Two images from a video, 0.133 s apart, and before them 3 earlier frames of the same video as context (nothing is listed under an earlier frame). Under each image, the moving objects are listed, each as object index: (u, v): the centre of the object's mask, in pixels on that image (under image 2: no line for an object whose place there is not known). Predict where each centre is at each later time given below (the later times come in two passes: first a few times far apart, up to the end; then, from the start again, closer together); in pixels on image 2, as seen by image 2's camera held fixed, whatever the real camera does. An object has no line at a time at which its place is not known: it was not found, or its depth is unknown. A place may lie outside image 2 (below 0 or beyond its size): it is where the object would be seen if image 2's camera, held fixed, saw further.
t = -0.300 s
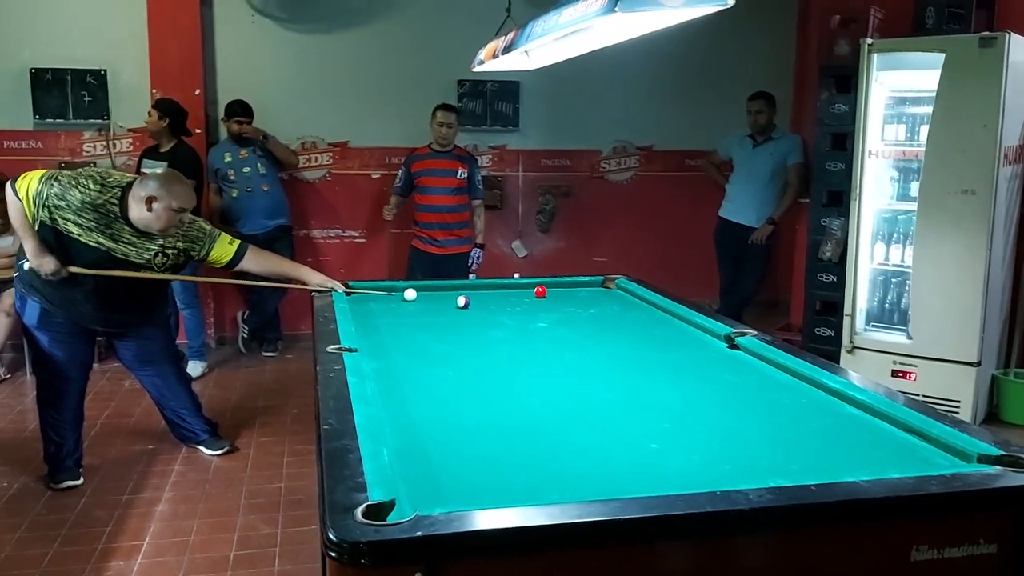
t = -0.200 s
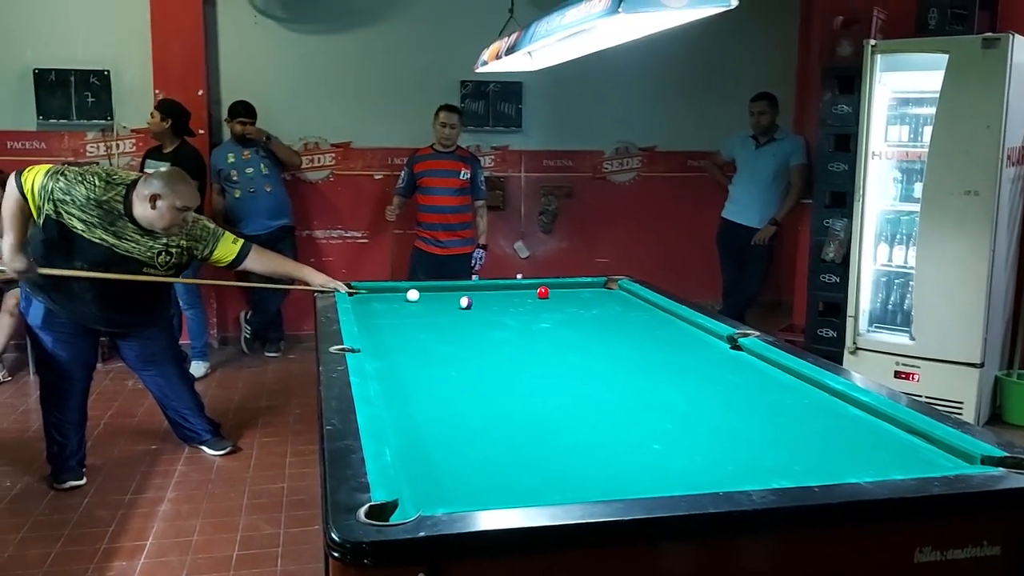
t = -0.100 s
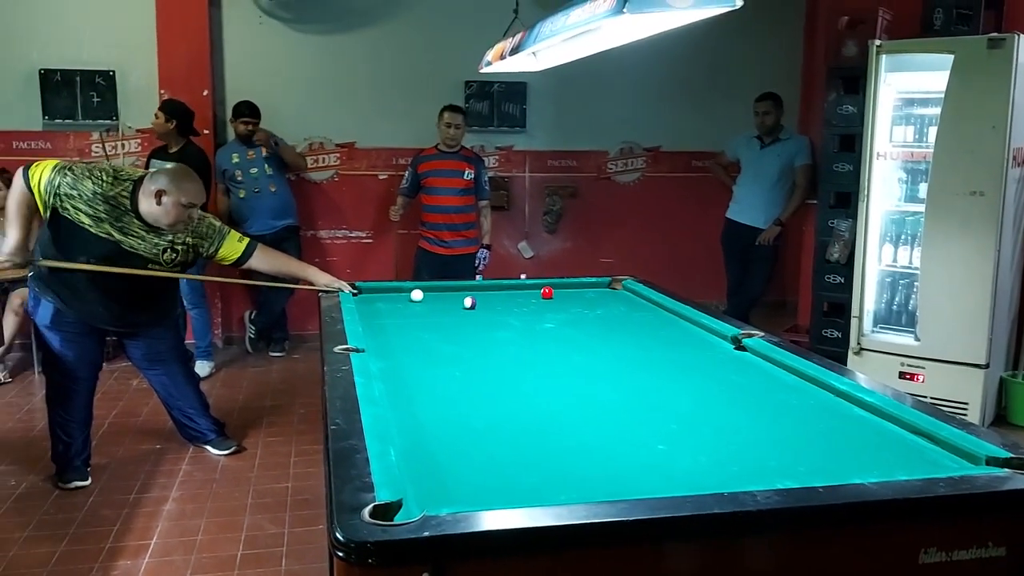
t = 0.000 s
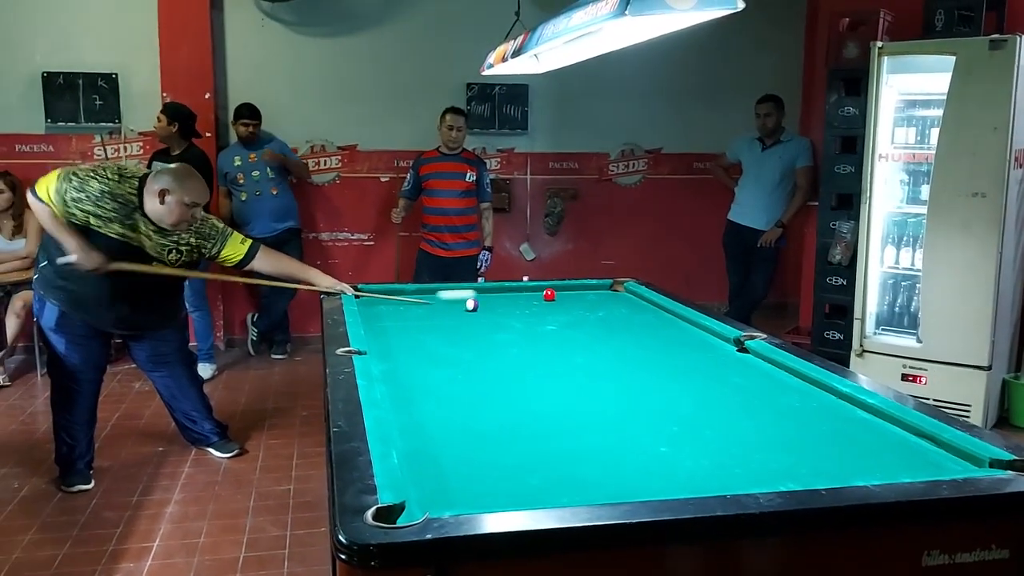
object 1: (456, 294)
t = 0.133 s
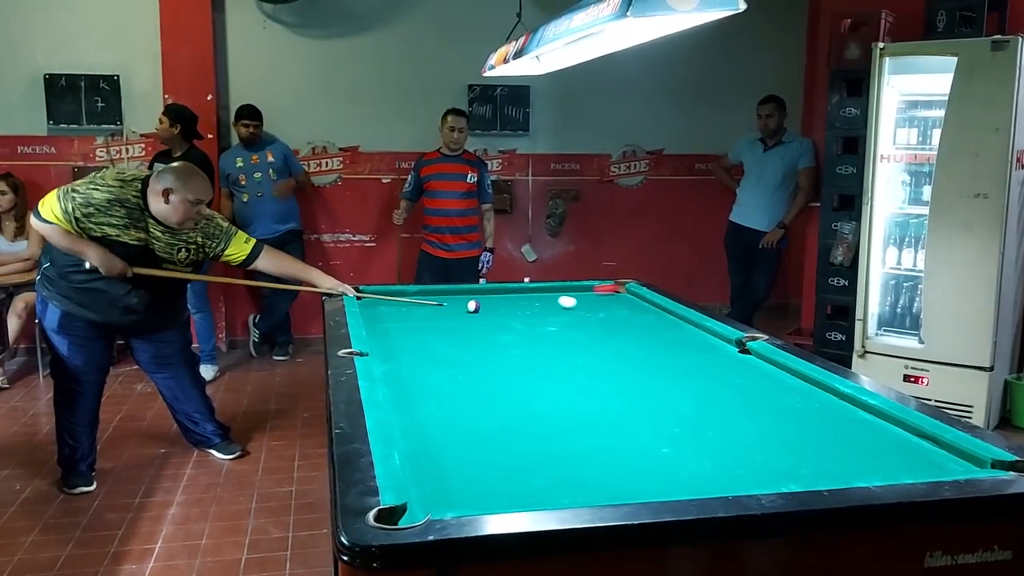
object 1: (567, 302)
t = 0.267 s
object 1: (617, 313)
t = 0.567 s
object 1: (714, 337)
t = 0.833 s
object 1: (730, 367)
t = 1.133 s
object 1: (753, 412)
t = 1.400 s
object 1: (781, 467)
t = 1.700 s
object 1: (679, 457)
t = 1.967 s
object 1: (575, 431)
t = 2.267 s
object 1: (479, 407)
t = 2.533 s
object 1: (408, 390)
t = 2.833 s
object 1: (408, 373)
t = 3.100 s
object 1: (435, 361)
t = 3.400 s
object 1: (460, 349)
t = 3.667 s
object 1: (479, 341)
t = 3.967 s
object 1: (498, 332)
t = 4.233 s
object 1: (513, 325)
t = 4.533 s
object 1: (529, 319)
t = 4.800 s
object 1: (540, 315)
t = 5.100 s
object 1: (552, 310)
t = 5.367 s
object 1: (560, 306)
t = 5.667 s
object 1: (568, 303)
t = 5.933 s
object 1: (574, 300)
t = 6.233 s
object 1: (579, 298)
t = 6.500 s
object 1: (583, 296)
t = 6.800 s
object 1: (585, 294)
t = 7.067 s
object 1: (587, 294)
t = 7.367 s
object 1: (588, 293)
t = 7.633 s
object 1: (588, 293)
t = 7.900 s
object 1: (588, 293)
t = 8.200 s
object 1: (589, 293)
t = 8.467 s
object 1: (589, 293)
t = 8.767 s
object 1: (589, 293)
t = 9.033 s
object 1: (589, 293)
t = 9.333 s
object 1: (589, 293)
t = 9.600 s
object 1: (589, 292)
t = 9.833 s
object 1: (589, 293)
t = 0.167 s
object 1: (580, 305)
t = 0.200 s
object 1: (592, 308)
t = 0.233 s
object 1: (604, 310)
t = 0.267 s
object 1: (617, 313)
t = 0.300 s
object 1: (629, 316)
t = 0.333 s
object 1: (641, 318)
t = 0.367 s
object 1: (652, 321)
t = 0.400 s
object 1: (663, 323)
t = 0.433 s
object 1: (675, 326)
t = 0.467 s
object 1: (687, 329)
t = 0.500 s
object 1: (698, 331)
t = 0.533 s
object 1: (710, 334)
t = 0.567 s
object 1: (714, 337)
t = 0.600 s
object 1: (716, 341)
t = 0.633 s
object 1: (717, 344)
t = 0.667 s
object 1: (719, 348)
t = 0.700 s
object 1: (721, 352)
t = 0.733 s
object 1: (723, 355)
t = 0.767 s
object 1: (725, 359)
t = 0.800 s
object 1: (727, 363)
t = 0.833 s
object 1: (730, 367)
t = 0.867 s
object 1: (732, 371)
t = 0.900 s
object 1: (735, 376)
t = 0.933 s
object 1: (737, 381)
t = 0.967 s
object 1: (739, 386)
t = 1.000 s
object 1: (742, 391)
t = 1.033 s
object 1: (744, 396)
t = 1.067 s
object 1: (747, 401)
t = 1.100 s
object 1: (750, 406)
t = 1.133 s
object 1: (753, 412)
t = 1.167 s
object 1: (756, 417)
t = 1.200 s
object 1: (759, 424)
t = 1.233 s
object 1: (762, 430)
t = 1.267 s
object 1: (766, 437)
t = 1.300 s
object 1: (769, 444)
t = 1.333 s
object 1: (773, 452)
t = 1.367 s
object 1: (777, 459)
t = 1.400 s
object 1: (781, 467)
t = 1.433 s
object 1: (784, 472)
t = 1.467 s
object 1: (787, 477)
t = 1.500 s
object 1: (775, 476)
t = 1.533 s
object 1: (757, 474)
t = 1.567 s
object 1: (740, 472)
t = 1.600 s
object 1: (724, 469)
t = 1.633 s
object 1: (708, 464)
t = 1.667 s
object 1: (693, 461)
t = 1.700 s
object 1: (679, 457)
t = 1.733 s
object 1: (664, 453)
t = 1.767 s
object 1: (650, 450)
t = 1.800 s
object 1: (637, 447)
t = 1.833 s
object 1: (624, 443)
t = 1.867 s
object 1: (611, 440)
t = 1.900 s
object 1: (598, 437)
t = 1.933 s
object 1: (586, 434)
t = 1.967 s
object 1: (575, 431)
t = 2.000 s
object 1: (563, 427)
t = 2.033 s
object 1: (551, 425)
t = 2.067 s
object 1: (541, 422)
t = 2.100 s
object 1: (530, 419)
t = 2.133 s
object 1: (519, 417)
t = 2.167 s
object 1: (509, 414)
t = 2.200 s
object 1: (499, 411)
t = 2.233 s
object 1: (489, 409)
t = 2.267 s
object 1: (479, 407)
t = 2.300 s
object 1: (470, 404)
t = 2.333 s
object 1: (460, 402)
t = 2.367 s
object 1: (451, 400)
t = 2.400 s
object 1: (443, 398)
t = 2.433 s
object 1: (434, 396)
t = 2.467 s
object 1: (425, 393)
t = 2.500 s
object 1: (417, 391)
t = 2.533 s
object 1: (408, 390)
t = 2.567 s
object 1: (400, 387)
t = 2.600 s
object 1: (392, 386)
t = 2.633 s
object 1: (387, 384)
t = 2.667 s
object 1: (390, 382)
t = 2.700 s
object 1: (394, 380)
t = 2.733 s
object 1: (398, 378)
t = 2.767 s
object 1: (401, 376)
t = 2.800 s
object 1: (405, 375)
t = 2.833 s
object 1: (408, 373)
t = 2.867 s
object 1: (412, 372)
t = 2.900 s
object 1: (415, 370)
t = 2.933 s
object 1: (419, 368)
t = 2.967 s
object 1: (422, 367)
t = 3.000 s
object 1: (425, 365)
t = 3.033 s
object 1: (428, 364)
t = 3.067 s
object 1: (432, 362)
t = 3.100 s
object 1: (435, 361)
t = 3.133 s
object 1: (438, 359)
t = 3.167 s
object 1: (441, 358)
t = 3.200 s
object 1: (443, 357)
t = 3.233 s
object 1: (446, 355)
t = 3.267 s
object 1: (449, 354)
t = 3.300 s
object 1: (452, 353)
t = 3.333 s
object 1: (455, 352)
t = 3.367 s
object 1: (457, 350)
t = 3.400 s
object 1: (460, 349)
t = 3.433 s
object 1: (462, 348)
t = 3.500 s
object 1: (467, 346)
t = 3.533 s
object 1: (470, 345)
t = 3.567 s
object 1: (472, 344)
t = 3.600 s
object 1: (474, 342)
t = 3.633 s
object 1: (477, 341)
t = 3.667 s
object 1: (479, 341)
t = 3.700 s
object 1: (481, 339)
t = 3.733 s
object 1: (483, 338)
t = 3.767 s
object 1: (485, 337)
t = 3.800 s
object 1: (488, 336)
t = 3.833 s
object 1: (490, 335)
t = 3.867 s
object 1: (492, 334)
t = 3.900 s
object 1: (494, 333)
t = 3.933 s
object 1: (496, 332)
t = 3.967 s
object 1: (498, 332)
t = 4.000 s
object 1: (500, 331)
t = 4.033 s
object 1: (502, 330)
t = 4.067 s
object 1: (504, 329)
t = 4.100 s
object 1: (506, 328)
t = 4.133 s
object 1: (508, 328)
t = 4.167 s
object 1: (509, 327)
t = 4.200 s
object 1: (511, 326)
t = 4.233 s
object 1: (513, 325)
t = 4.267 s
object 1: (515, 325)
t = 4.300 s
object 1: (517, 324)
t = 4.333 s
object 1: (519, 323)
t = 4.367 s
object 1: (520, 322)
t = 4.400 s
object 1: (522, 322)
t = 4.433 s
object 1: (524, 321)
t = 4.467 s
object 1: (525, 321)
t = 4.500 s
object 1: (527, 320)
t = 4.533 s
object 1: (529, 319)
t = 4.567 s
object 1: (530, 319)
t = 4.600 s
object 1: (532, 318)
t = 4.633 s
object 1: (533, 317)
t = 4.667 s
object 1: (535, 317)
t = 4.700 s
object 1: (536, 316)
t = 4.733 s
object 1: (538, 315)
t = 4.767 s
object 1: (539, 315)
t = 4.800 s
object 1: (540, 315)
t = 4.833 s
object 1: (542, 314)
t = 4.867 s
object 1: (543, 313)
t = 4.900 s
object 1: (544, 313)
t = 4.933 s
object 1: (546, 312)
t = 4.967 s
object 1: (547, 312)
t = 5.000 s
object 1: (548, 311)
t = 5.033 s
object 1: (550, 311)
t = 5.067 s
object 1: (551, 310)
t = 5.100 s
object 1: (552, 310)
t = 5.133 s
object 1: (553, 309)
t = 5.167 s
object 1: (554, 309)
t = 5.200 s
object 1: (555, 309)
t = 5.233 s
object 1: (556, 308)
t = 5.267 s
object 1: (557, 307)
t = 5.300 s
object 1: (558, 307)
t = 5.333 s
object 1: (559, 307)
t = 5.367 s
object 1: (560, 306)
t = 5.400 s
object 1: (561, 306)
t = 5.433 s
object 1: (562, 305)
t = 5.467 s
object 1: (563, 305)
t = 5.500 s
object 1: (564, 304)
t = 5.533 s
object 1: (564, 304)
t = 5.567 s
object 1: (565, 304)
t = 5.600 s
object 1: (566, 303)
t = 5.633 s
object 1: (567, 303)
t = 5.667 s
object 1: (568, 303)
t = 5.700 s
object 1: (569, 302)
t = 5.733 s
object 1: (569, 302)
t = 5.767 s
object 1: (570, 302)
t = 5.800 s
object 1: (571, 301)
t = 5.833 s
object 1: (572, 301)
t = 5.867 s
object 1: (572, 301)
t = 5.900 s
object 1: (573, 300)
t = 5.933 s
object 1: (574, 300)
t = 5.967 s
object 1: (575, 300)
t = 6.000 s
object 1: (575, 300)
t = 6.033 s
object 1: (576, 299)
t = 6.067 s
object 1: (577, 299)
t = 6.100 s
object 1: (577, 299)
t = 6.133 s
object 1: (578, 299)
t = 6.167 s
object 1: (578, 298)
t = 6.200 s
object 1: (579, 298)
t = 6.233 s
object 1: (579, 298)
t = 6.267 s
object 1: (580, 298)
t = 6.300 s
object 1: (580, 298)
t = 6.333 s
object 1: (581, 297)
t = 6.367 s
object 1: (581, 297)
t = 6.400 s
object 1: (582, 297)
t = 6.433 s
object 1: (582, 297)
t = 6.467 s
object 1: (582, 296)
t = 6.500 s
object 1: (583, 296)
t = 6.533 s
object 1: (583, 296)
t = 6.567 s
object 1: (584, 296)
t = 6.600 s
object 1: (584, 296)
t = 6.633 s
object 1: (584, 296)
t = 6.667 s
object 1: (584, 295)
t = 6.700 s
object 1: (584, 295)
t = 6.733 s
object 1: (584, 295)
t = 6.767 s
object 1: (585, 295)
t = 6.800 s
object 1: (585, 294)
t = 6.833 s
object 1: (585, 294)
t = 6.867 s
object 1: (585, 294)
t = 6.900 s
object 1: (586, 294)
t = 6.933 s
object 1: (586, 294)
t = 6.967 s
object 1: (586, 294)
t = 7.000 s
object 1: (587, 294)
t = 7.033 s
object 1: (587, 294)
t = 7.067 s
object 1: (587, 294)
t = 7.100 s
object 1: (587, 293)
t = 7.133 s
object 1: (587, 293)
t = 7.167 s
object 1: (587, 293)
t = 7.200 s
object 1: (588, 293)
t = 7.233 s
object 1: (588, 293)
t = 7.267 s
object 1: (588, 293)
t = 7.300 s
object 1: (588, 293)
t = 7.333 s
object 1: (588, 293)
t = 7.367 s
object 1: (588, 293)
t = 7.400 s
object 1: (588, 293)
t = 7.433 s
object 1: (589, 293)
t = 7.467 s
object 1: (588, 293)
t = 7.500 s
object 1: (588, 293)
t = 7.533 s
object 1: (589, 293)
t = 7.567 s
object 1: (588, 292)
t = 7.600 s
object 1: (588, 293)
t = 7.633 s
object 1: (588, 293)
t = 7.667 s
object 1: (588, 293)
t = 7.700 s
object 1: (589, 293)
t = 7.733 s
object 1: (588, 292)
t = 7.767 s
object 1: (589, 293)
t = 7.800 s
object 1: (588, 292)
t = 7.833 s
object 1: (588, 293)
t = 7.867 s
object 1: (588, 292)
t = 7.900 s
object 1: (588, 293)
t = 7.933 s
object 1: (588, 292)
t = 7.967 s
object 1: (588, 292)
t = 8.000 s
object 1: (588, 293)
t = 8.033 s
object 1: (589, 292)
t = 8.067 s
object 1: (588, 293)
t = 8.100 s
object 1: (589, 293)
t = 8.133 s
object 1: (589, 293)
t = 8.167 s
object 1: (589, 293)
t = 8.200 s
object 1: (589, 293)
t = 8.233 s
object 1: (589, 293)
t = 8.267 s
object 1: (589, 293)
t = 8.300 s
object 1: (589, 293)
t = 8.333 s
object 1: (589, 293)
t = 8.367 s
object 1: (588, 293)
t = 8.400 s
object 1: (589, 293)
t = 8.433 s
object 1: (589, 293)
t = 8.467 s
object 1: (589, 293)
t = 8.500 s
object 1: (589, 293)
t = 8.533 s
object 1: (589, 293)
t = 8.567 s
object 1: (589, 293)
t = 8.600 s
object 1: (589, 293)
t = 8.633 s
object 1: (589, 292)
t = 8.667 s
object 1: (589, 293)
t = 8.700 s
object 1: (589, 293)
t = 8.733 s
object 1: (589, 293)
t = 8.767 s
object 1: (589, 293)
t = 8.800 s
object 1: (589, 292)
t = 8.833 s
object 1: (589, 293)
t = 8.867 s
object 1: (589, 293)
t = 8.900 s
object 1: (589, 293)
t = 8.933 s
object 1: (589, 293)
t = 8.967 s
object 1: (589, 293)
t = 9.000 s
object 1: (589, 292)
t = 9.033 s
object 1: (589, 293)
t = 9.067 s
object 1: (589, 293)
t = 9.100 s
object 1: (589, 293)
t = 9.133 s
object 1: (589, 293)
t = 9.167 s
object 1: (589, 293)
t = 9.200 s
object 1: (589, 293)
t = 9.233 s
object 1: (589, 293)
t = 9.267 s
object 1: (589, 293)
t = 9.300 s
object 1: (589, 293)
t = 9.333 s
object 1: (589, 293)
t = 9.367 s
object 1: (589, 293)
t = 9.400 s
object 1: (589, 293)
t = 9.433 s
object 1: (589, 292)
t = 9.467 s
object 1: (589, 293)
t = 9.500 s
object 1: (589, 293)
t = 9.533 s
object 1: (589, 293)
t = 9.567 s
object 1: (589, 293)
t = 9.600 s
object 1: (589, 292)
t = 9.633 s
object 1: (589, 293)
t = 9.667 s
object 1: (589, 293)
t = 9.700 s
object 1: (589, 293)
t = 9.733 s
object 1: (589, 293)
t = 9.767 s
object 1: (589, 293)
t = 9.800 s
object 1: (589, 293)
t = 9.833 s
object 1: (589, 293)
